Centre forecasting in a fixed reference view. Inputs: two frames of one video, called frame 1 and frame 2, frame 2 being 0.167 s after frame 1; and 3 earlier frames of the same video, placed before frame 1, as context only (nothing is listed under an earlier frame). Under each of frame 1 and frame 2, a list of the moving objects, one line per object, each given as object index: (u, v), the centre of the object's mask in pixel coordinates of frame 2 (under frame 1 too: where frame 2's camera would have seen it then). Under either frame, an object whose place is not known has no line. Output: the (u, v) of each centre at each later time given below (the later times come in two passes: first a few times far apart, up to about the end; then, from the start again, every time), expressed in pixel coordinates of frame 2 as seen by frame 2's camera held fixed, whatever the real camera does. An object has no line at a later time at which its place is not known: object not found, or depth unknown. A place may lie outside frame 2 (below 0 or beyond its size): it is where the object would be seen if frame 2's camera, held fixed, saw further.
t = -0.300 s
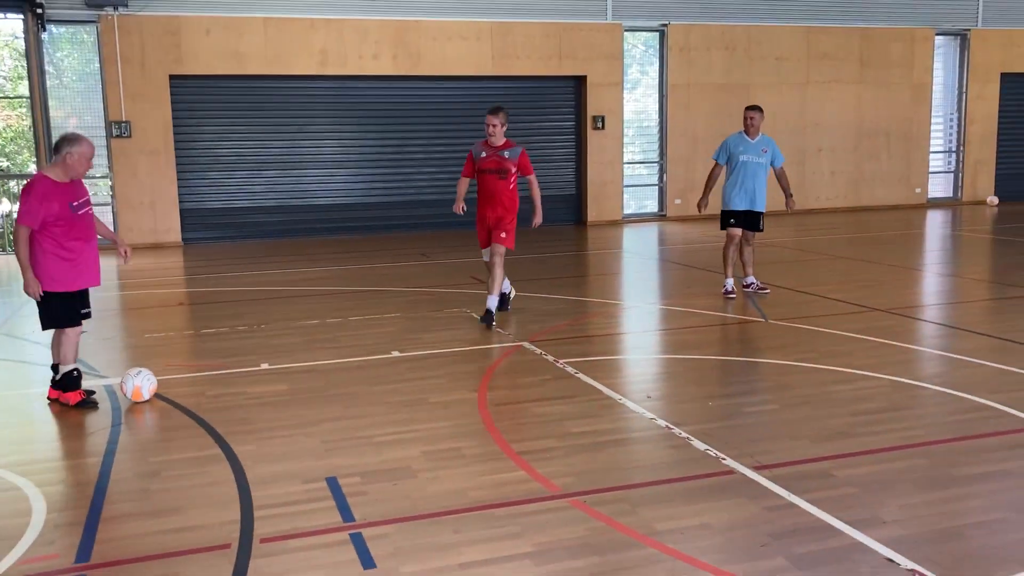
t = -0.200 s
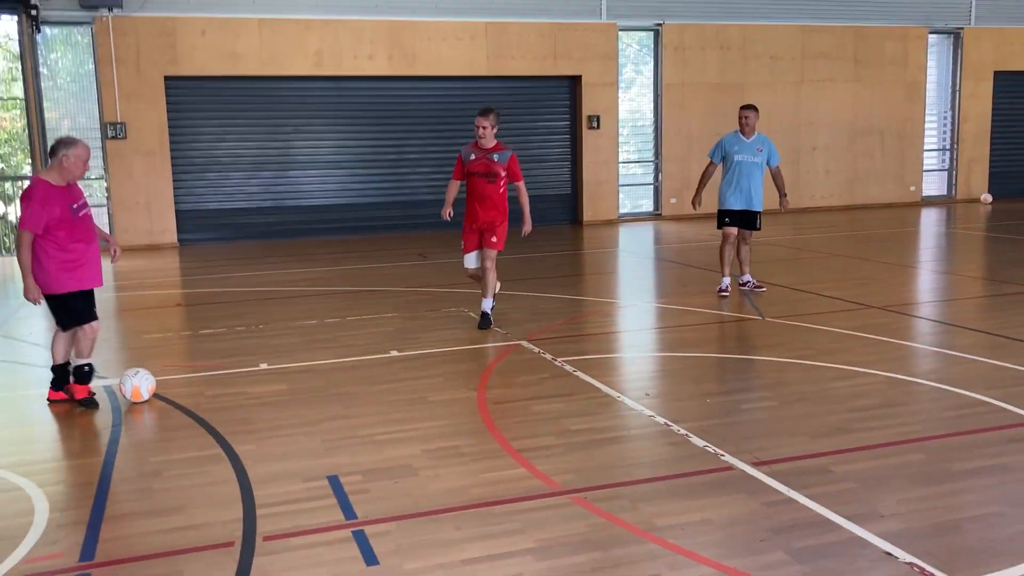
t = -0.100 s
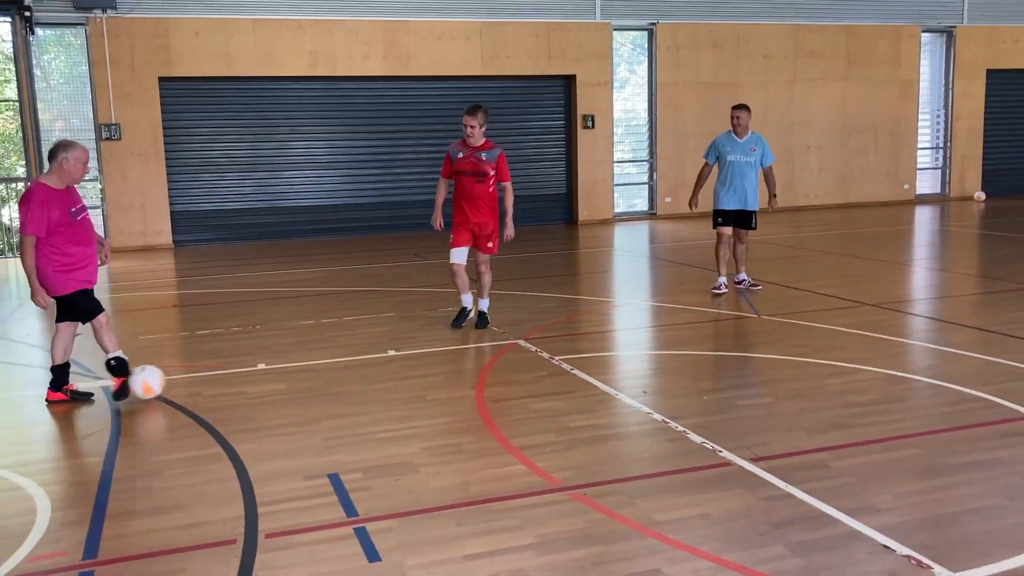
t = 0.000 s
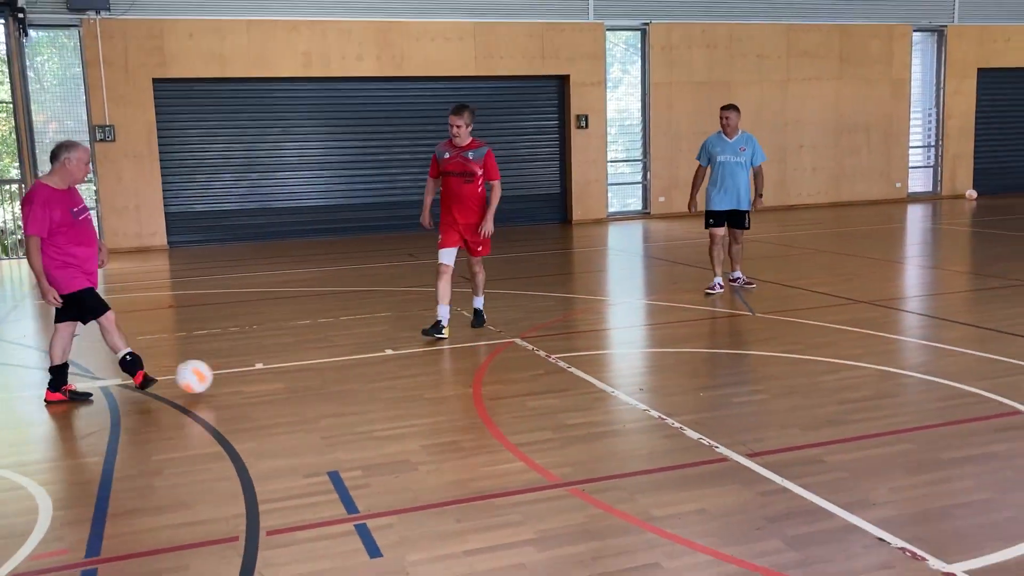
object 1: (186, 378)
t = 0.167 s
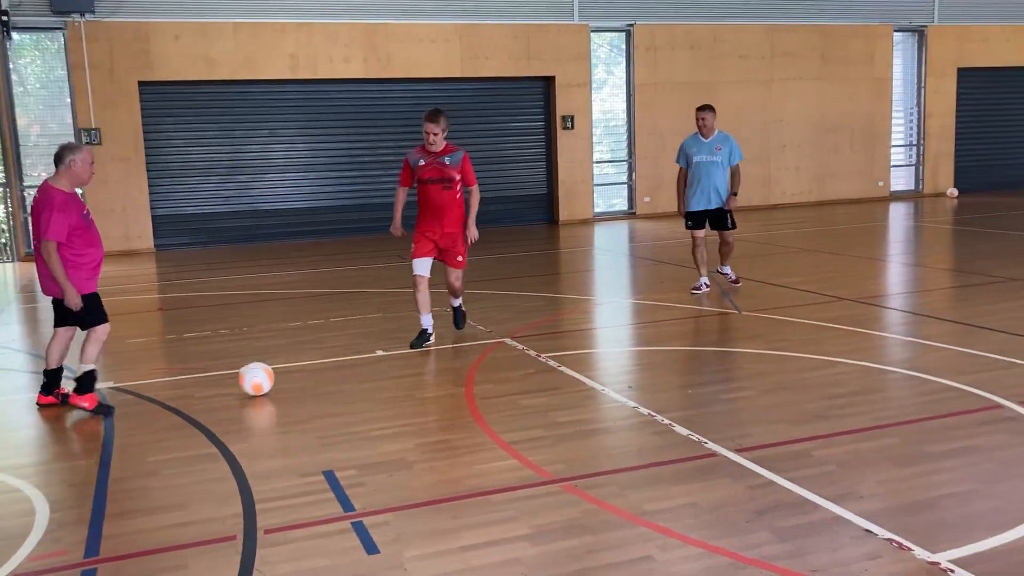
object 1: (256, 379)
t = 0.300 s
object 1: (295, 376)
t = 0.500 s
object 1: (345, 373)
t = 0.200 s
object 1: (267, 378)
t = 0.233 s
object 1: (277, 377)
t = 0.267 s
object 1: (286, 377)
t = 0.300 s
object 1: (295, 376)
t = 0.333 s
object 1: (304, 375)
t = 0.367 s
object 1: (312, 375)
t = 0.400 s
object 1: (321, 374)
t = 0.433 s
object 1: (329, 374)
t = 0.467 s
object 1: (337, 373)
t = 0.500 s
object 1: (345, 373)
